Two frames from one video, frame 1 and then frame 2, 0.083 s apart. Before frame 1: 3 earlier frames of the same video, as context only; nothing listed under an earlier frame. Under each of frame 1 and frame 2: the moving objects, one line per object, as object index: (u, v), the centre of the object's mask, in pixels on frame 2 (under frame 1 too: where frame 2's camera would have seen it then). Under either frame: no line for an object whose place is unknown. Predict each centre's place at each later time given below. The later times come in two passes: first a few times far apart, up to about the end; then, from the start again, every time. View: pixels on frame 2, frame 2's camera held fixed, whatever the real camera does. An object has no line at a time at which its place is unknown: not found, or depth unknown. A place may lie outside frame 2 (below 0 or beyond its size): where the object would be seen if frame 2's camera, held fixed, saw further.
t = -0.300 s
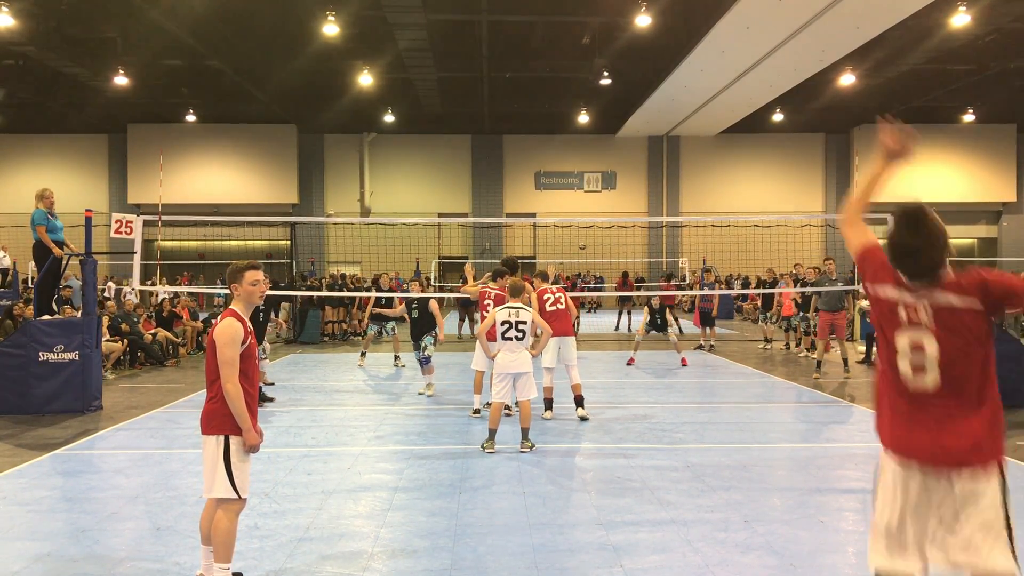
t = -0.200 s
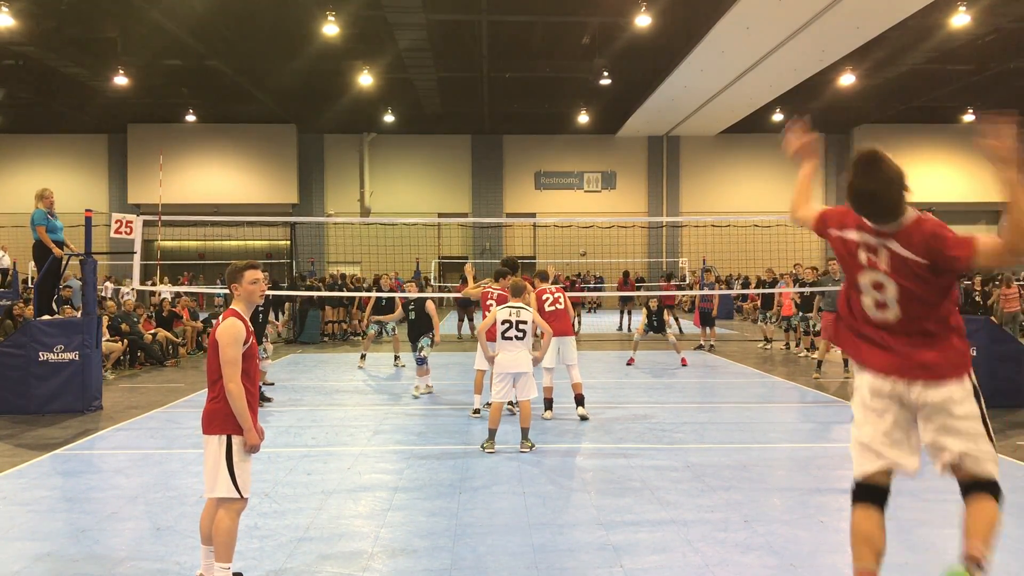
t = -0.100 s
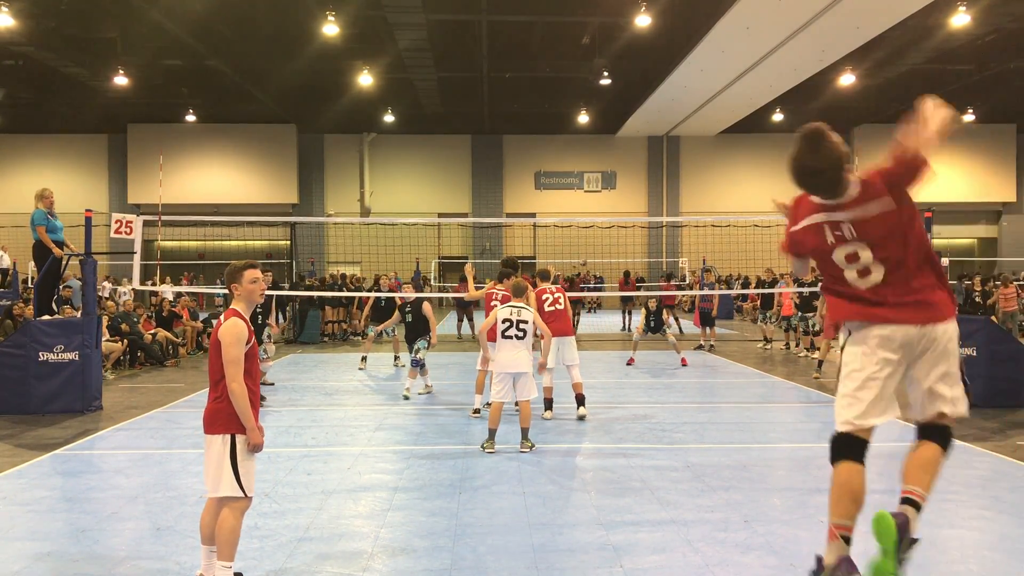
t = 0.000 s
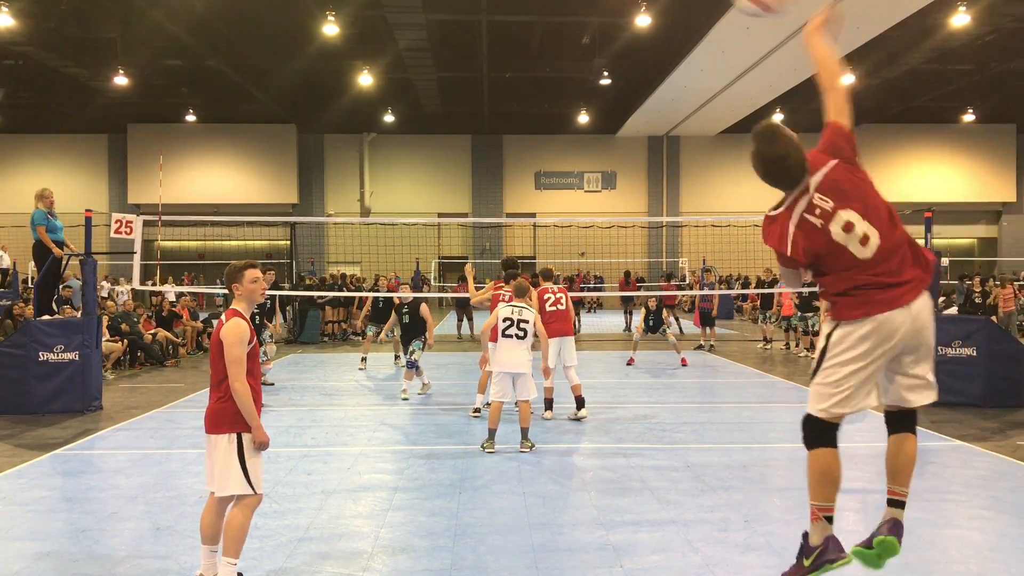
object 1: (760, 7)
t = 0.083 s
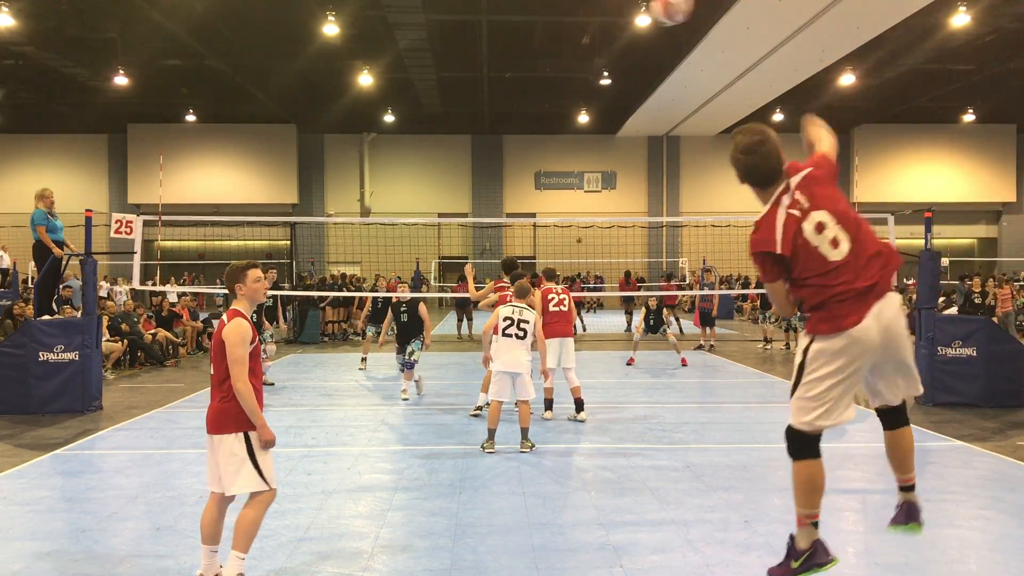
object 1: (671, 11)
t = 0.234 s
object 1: (590, 55)
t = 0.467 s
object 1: (536, 144)
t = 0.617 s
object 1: (518, 203)
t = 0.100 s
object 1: (659, 13)
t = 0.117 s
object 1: (647, 16)
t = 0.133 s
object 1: (637, 20)
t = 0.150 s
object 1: (626, 26)
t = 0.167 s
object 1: (618, 31)
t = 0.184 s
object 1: (610, 37)
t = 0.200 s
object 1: (603, 43)
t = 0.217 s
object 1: (597, 49)
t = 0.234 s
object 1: (590, 55)
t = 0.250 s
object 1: (584, 61)
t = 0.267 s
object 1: (579, 67)
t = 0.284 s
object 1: (574, 73)
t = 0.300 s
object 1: (569, 79)
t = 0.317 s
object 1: (565, 86)
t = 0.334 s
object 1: (561, 92)
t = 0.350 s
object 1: (557, 99)
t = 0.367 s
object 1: (554, 105)
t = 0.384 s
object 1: (550, 112)
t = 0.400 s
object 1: (547, 119)
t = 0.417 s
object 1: (544, 124)
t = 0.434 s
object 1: (541, 131)
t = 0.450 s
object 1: (539, 138)
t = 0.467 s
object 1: (536, 144)
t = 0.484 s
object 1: (534, 151)
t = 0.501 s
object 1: (532, 157)
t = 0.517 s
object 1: (530, 163)
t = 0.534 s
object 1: (527, 170)
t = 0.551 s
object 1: (525, 177)
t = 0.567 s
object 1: (523, 183)
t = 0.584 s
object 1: (521, 190)
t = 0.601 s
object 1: (520, 198)
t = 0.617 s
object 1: (518, 203)
